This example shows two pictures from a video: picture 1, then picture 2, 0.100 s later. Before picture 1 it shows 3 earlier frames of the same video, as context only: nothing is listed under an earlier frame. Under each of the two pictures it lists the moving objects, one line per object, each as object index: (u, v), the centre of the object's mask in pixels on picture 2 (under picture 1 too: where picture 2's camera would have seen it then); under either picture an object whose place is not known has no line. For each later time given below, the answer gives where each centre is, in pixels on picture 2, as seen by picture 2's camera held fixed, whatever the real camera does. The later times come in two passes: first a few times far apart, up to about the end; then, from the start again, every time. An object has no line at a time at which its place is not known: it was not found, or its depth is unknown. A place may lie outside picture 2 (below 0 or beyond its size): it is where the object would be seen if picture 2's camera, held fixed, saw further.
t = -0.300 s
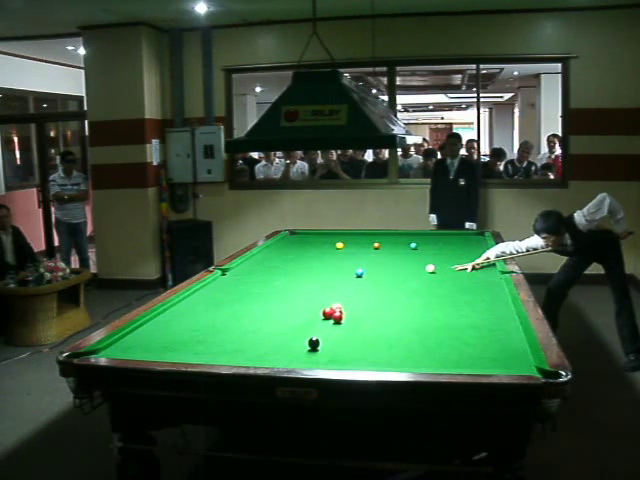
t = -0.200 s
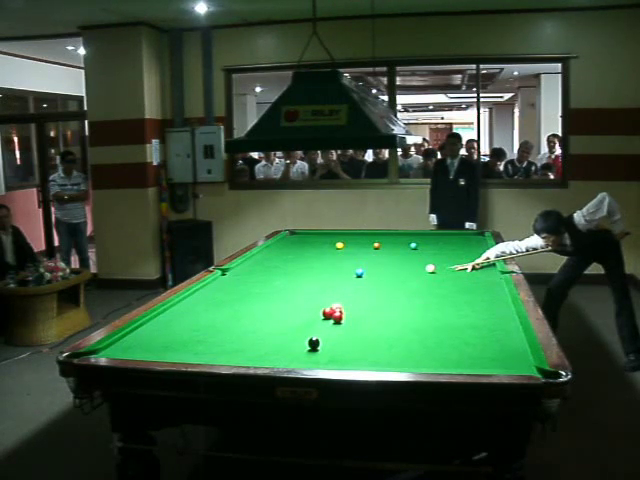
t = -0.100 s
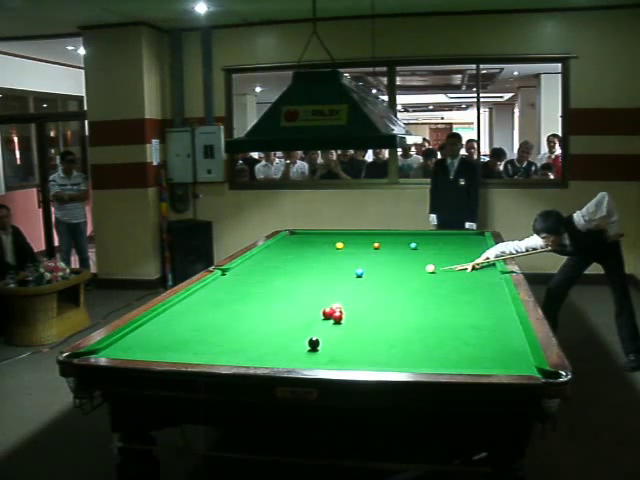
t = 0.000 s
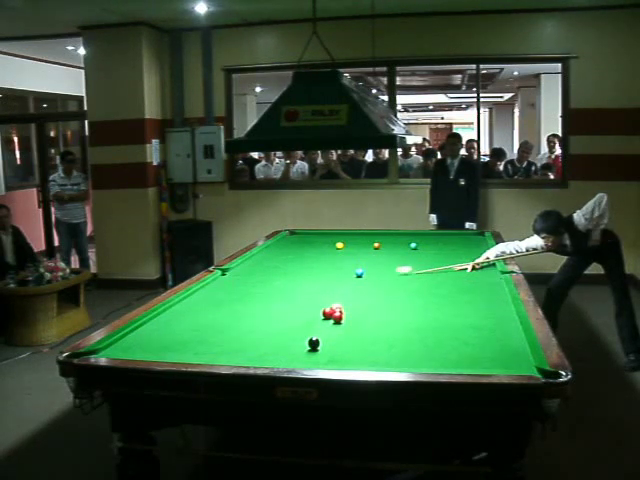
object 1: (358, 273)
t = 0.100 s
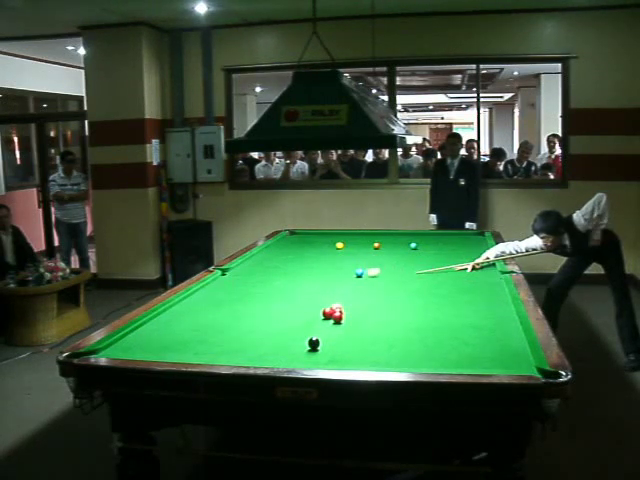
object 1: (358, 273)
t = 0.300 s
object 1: (316, 271)
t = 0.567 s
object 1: (265, 271)
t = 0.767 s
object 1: (228, 270)
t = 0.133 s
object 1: (355, 272)
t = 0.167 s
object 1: (346, 272)
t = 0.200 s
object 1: (338, 272)
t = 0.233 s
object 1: (330, 272)
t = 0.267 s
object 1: (324, 272)
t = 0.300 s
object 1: (316, 271)
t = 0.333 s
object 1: (309, 271)
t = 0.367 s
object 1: (303, 272)
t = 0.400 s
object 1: (296, 271)
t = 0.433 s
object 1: (290, 271)
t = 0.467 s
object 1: (283, 271)
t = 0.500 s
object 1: (277, 271)
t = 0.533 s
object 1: (271, 271)
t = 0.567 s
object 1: (265, 271)
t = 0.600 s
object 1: (259, 271)
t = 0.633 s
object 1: (252, 271)
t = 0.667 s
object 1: (246, 271)
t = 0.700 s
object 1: (240, 270)
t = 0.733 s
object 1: (234, 270)
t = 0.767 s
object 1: (228, 270)
